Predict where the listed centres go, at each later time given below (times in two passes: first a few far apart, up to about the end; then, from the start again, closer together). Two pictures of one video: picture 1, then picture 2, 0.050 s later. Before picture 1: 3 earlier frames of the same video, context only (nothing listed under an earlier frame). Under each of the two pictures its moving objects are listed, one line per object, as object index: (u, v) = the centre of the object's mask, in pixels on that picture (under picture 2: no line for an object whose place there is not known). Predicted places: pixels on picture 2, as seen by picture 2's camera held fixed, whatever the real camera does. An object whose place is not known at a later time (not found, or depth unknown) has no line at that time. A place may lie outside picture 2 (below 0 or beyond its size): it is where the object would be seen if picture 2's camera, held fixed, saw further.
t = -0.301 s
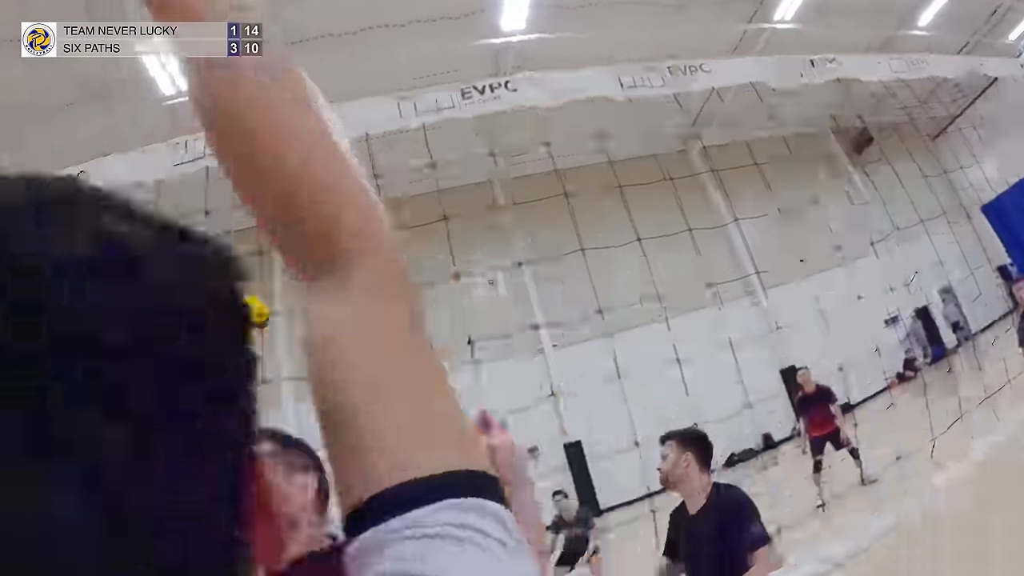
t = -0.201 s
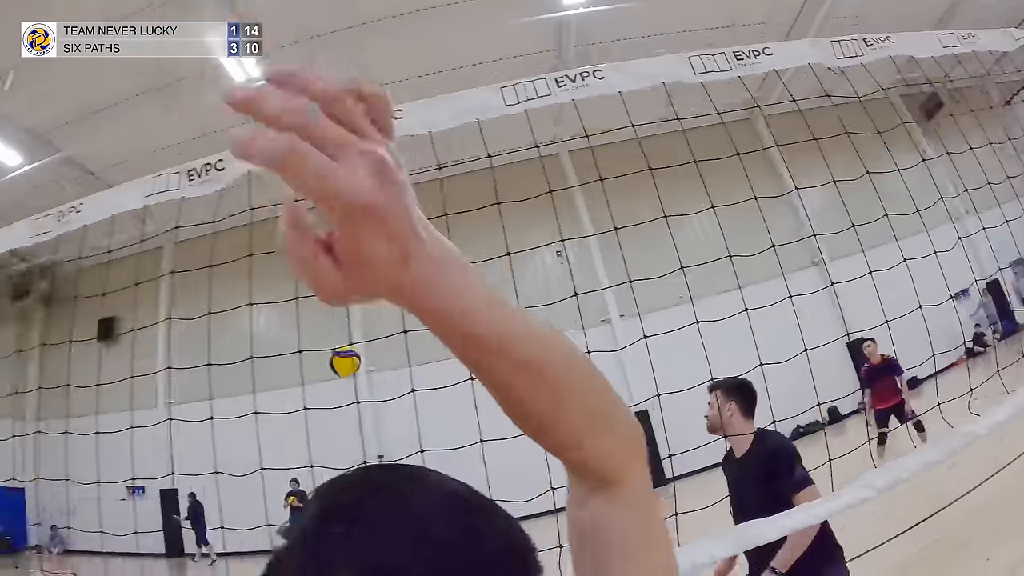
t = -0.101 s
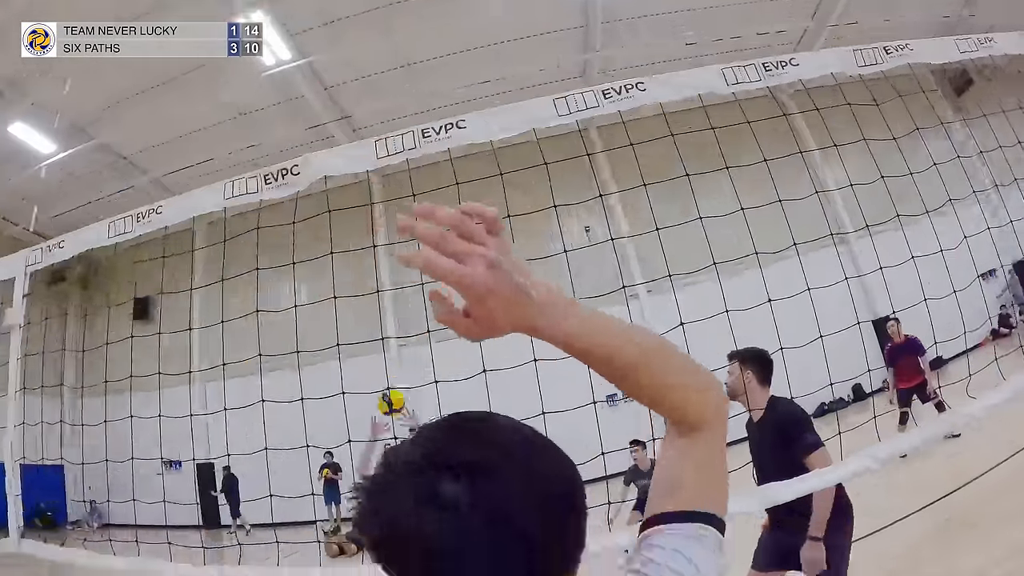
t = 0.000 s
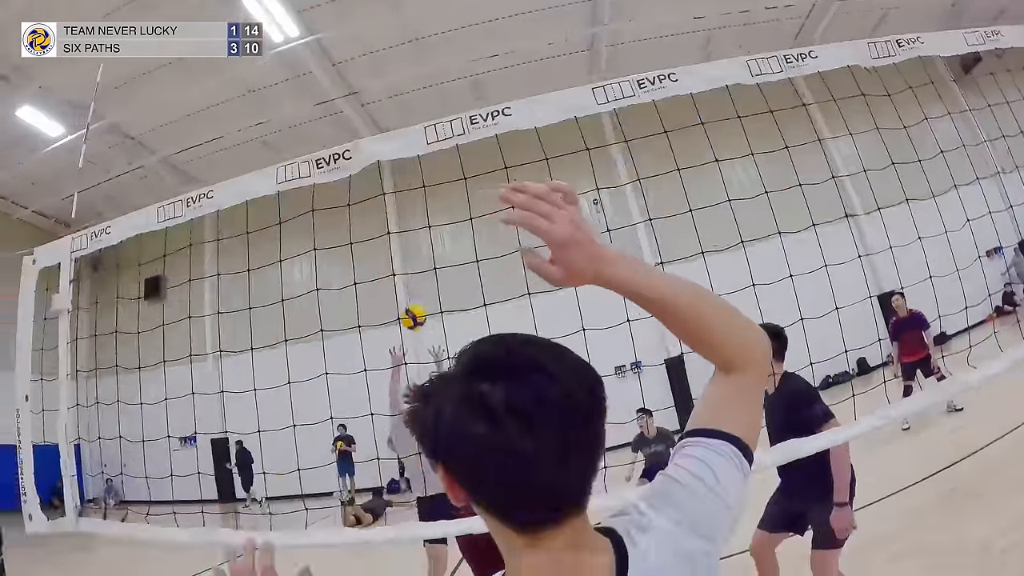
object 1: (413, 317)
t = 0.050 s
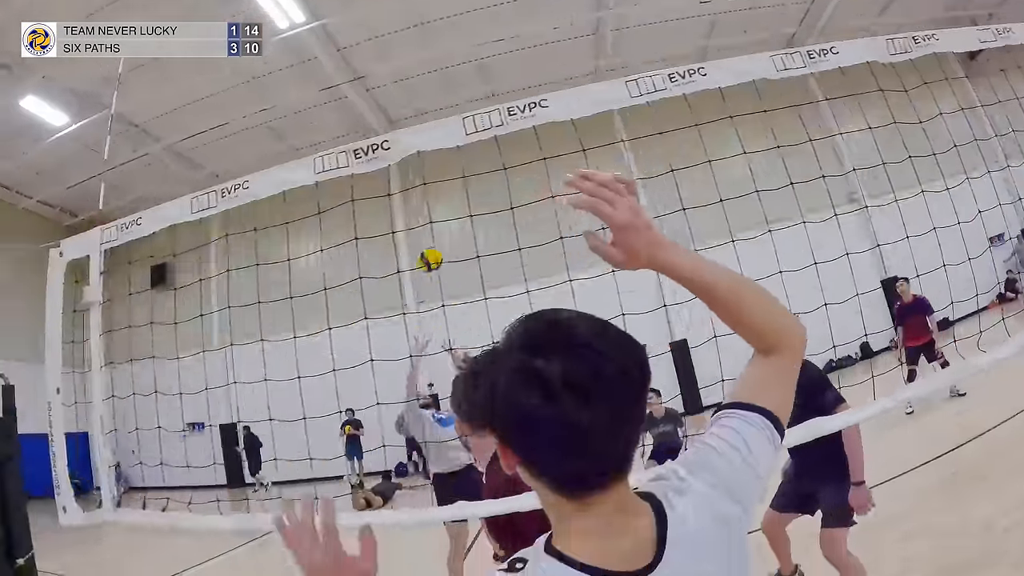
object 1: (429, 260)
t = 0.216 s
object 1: (467, 155)
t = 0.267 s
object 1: (474, 133)
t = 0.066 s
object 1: (435, 246)
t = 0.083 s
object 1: (439, 233)
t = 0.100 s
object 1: (443, 221)
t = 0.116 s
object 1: (448, 208)
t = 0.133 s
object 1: (452, 197)
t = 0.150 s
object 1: (454, 188)
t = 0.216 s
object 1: (467, 155)
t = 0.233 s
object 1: (469, 148)
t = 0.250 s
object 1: (471, 140)
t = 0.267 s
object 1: (474, 133)
